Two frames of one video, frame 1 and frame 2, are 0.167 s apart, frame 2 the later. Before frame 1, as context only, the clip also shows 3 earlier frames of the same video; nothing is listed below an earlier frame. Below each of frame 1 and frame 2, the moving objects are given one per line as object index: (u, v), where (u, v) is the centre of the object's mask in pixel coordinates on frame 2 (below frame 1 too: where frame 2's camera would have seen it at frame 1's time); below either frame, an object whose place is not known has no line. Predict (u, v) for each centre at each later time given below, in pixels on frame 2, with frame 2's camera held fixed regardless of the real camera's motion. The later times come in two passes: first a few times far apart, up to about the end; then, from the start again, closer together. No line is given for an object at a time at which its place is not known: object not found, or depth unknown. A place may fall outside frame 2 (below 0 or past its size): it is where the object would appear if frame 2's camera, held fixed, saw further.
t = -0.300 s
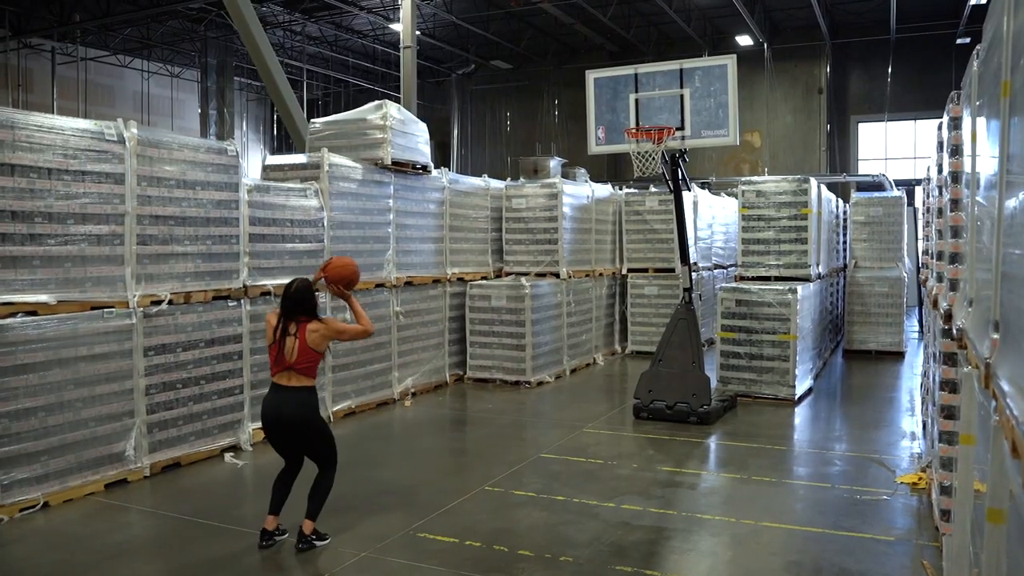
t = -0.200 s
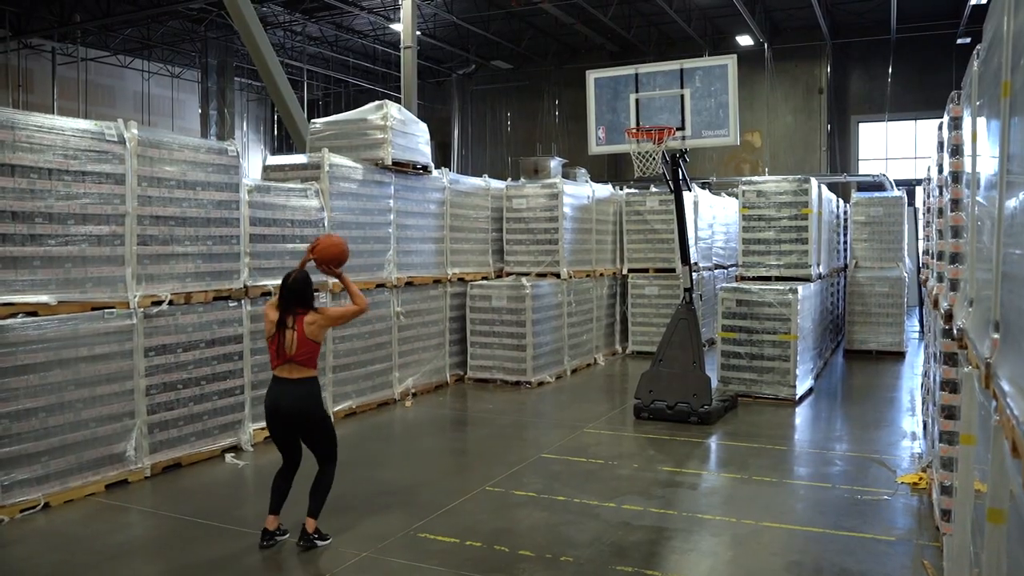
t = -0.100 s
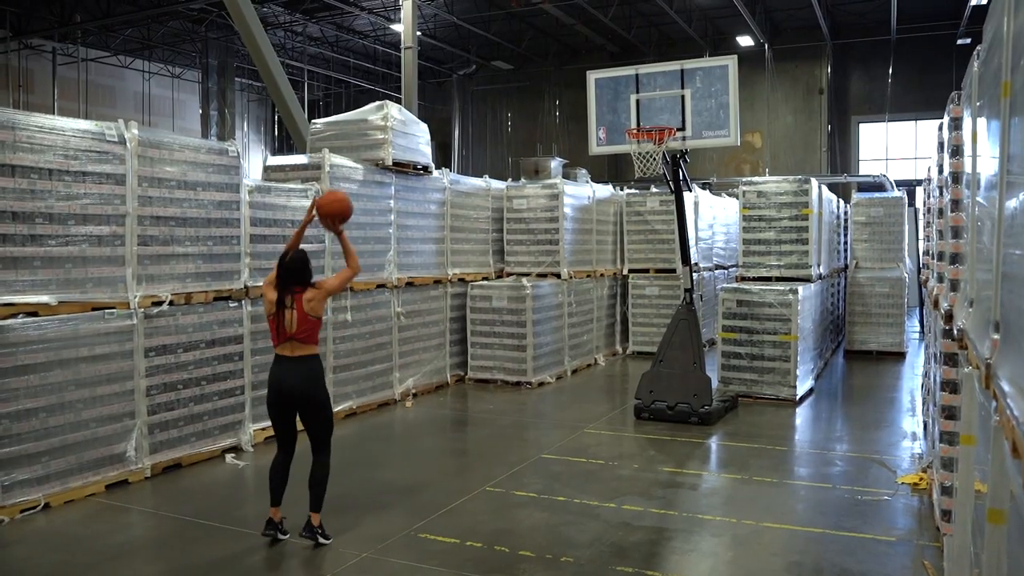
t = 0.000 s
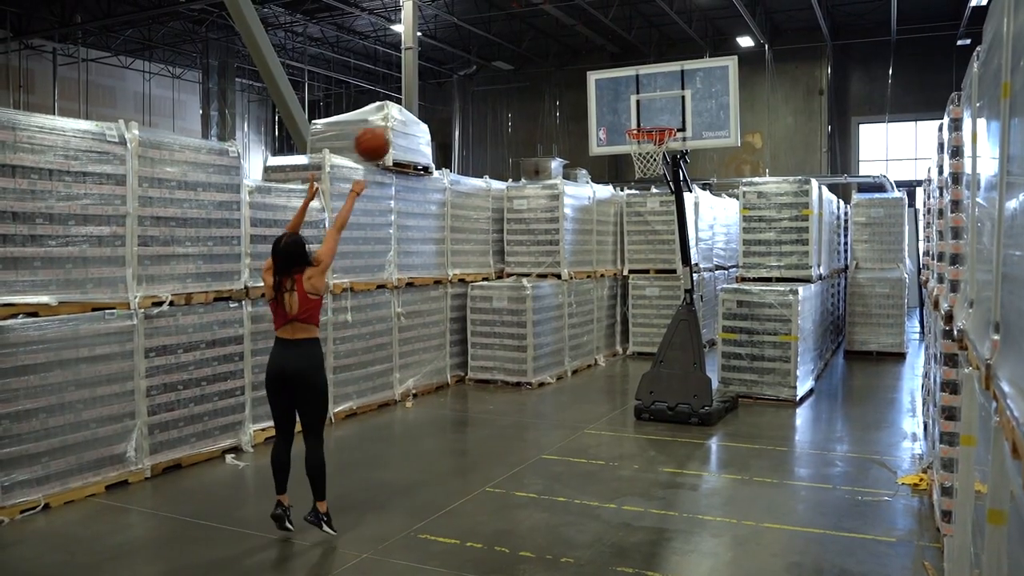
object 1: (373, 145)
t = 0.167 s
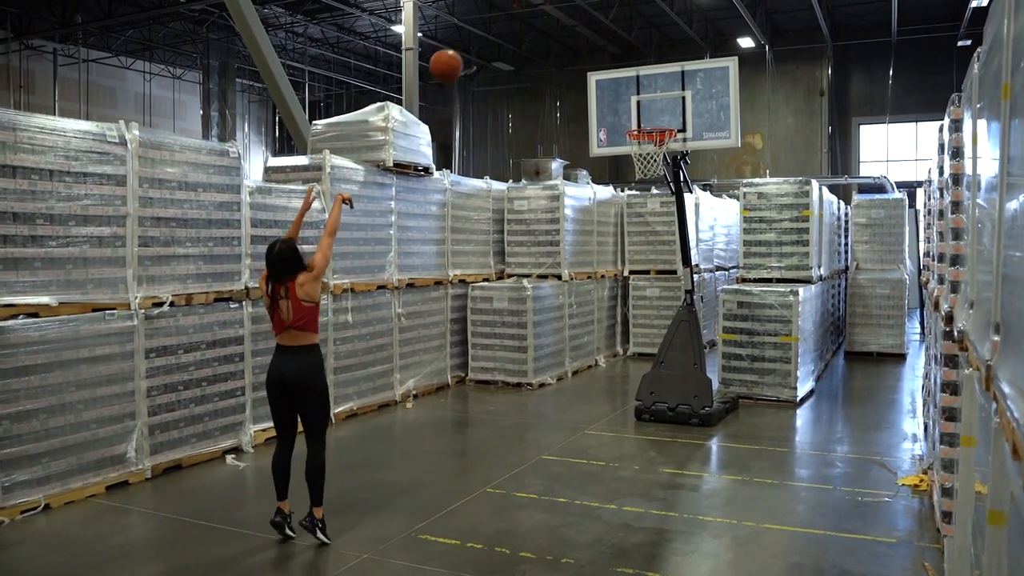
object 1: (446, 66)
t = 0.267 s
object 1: (484, 42)
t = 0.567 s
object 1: (580, 50)
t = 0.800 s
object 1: (639, 119)
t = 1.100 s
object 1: (675, 186)
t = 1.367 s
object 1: (694, 279)
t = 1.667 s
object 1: (711, 401)
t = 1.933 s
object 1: (721, 335)
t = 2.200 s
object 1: (732, 337)
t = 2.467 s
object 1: (743, 432)
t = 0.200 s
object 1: (459, 56)
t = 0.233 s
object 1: (472, 48)
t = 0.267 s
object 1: (484, 42)
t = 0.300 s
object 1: (496, 37)
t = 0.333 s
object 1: (508, 34)
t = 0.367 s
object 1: (519, 33)
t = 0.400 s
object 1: (530, 33)
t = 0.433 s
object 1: (541, 34)
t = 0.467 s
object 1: (551, 36)
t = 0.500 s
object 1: (561, 40)
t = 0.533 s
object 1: (571, 45)
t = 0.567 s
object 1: (580, 50)
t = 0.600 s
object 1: (589, 57)
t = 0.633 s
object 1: (598, 65)
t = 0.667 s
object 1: (607, 74)
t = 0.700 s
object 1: (615, 85)
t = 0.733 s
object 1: (623, 95)
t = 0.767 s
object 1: (631, 107)
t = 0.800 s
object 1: (639, 119)
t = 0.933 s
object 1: (662, 161)
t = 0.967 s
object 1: (666, 163)
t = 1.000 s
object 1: (669, 167)
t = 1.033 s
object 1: (671, 171)
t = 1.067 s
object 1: (673, 178)
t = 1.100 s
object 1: (675, 186)
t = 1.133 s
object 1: (678, 193)
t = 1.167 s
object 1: (680, 203)
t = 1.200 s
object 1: (683, 213)
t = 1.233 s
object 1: (685, 225)
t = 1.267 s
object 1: (687, 236)
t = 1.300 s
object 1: (689, 249)
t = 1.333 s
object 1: (691, 264)
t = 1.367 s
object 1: (694, 279)
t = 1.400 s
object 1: (696, 296)
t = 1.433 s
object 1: (698, 314)
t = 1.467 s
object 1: (700, 331)
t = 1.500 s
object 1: (703, 350)
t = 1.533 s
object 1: (704, 370)
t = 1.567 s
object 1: (707, 392)
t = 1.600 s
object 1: (709, 414)
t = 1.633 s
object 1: (710, 414)
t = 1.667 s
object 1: (711, 401)
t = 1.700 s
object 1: (712, 390)
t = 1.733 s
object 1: (714, 380)
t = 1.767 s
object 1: (715, 370)
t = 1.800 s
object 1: (716, 361)
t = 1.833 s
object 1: (717, 353)
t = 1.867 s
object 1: (719, 346)
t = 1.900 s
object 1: (720, 341)
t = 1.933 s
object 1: (721, 335)
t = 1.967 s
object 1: (722, 331)
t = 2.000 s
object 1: (723, 329)
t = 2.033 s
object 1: (725, 326)
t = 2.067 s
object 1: (726, 326)
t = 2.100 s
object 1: (728, 327)
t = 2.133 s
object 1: (729, 328)
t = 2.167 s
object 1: (730, 332)
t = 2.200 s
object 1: (732, 337)
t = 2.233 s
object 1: (733, 343)
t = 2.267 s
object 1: (734, 351)
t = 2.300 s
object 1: (736, 360)
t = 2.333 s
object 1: (737, 371)
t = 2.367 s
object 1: (739, 384)
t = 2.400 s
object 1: (740, 397)
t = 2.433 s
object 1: (742, 414)
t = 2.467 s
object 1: (743, 432)
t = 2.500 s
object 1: (745, 453)
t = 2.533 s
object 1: (746, 475)
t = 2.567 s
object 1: (747, 498)
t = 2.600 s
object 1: (750, 486)
